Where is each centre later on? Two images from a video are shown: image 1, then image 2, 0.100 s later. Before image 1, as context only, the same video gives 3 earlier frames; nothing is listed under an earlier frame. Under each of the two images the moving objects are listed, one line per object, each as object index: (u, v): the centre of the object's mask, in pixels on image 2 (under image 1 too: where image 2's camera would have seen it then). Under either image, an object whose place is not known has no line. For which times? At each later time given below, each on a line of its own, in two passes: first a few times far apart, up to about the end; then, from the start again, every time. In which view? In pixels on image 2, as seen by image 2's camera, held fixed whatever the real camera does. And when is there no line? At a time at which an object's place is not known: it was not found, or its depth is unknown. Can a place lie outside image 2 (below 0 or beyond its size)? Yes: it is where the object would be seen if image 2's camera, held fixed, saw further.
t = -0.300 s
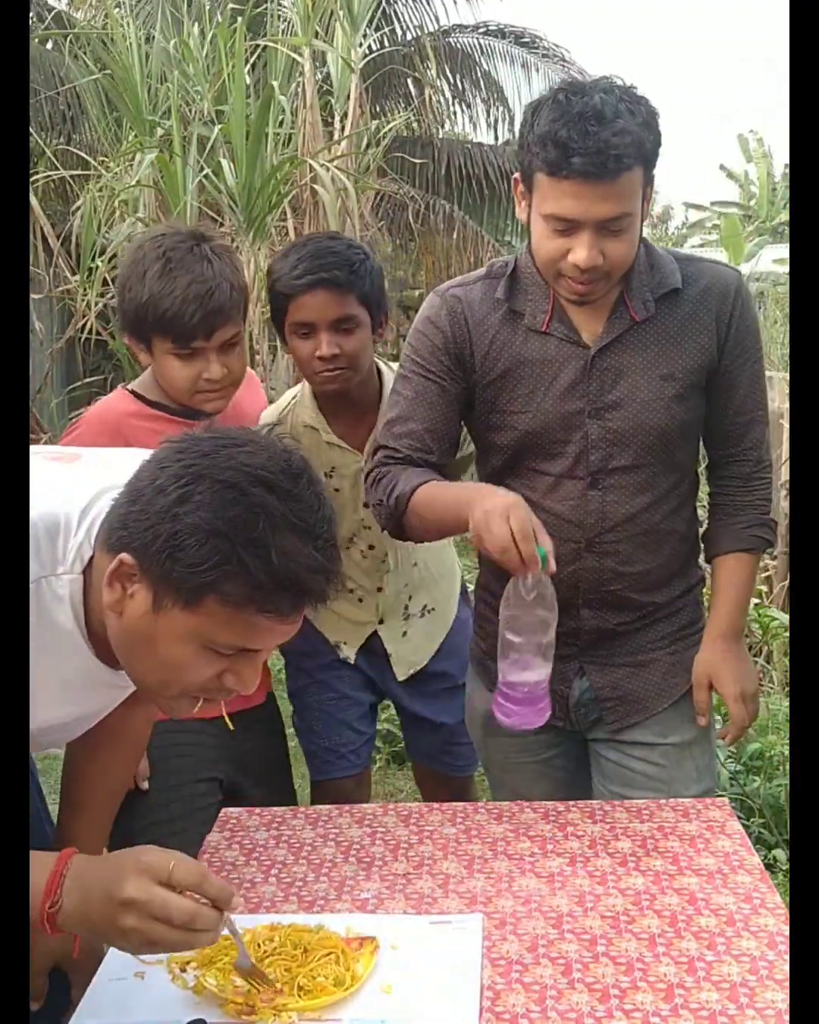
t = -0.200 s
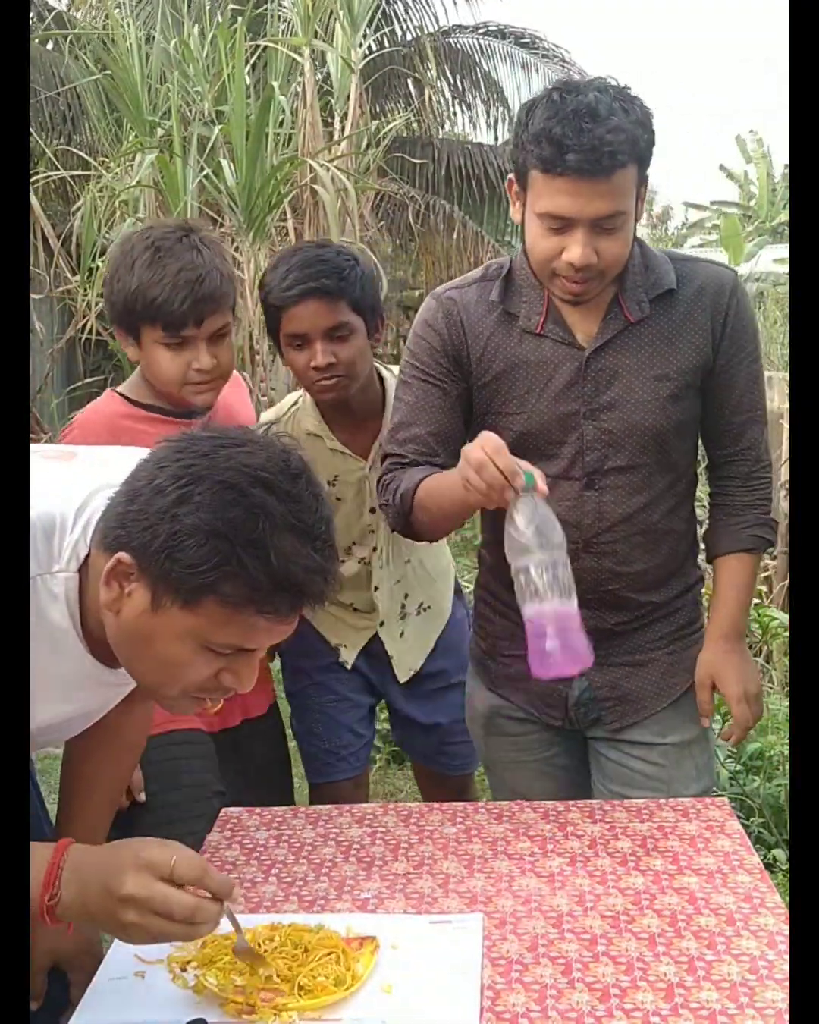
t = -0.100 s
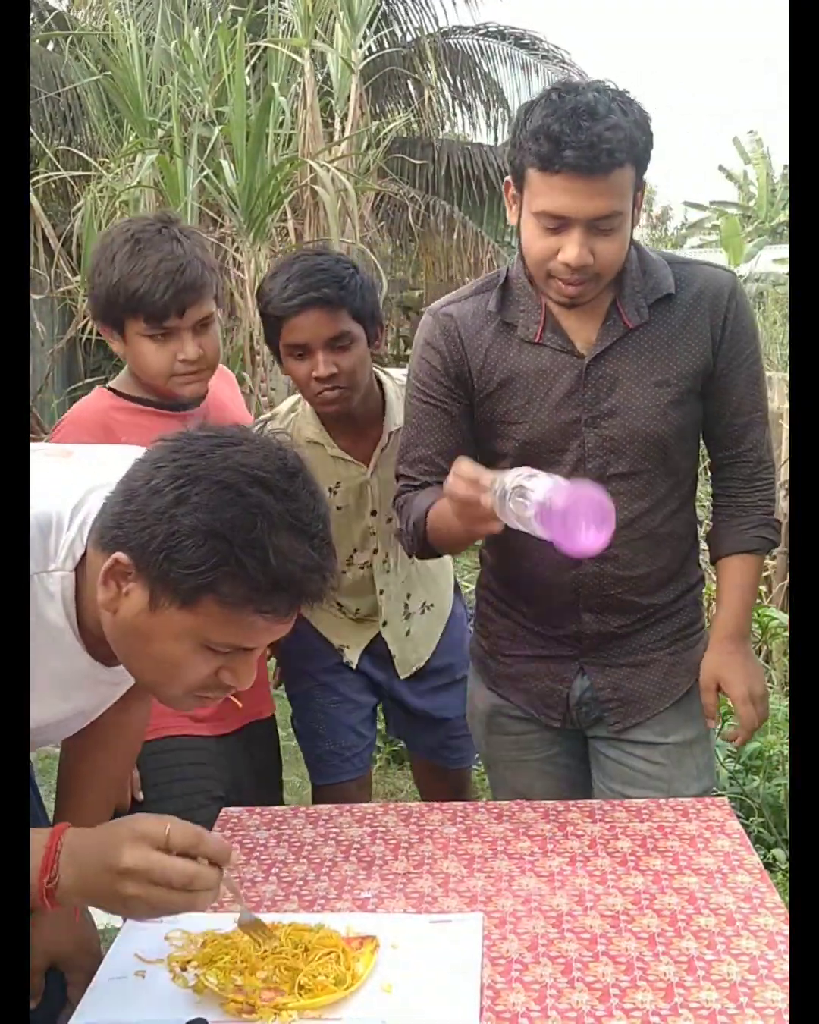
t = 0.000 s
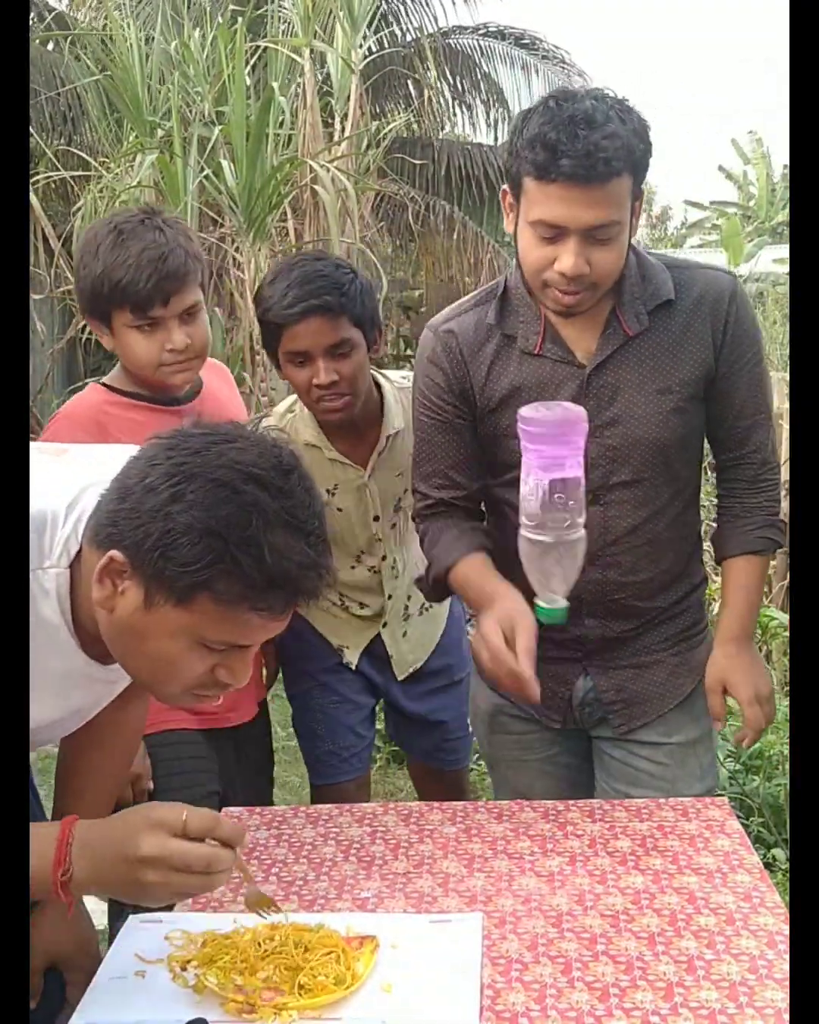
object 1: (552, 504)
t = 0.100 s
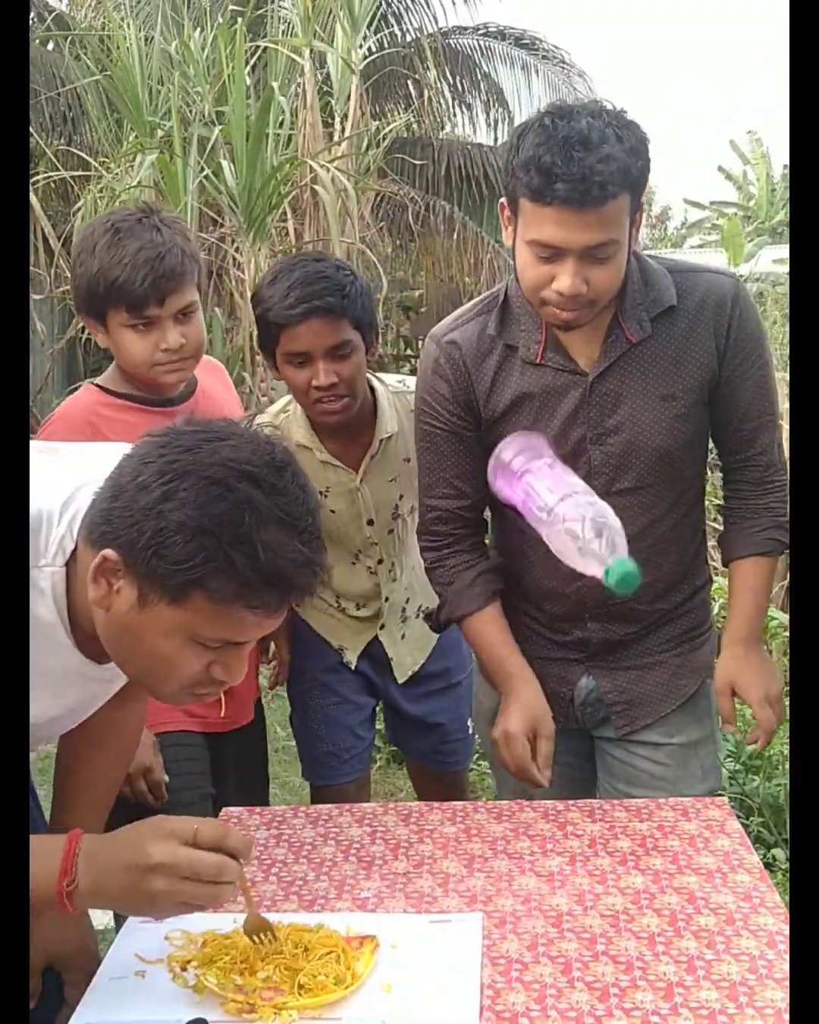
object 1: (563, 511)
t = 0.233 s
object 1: (530, 639)
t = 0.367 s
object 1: (490, 760)
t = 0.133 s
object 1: (557, 523)
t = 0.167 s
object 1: (548, 550)
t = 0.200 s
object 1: (540, 588)
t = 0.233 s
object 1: (530, 639)
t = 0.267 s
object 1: (519, 702)
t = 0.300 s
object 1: (508, 779)
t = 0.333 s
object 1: (496, 764)
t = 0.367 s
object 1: (490, 760)
